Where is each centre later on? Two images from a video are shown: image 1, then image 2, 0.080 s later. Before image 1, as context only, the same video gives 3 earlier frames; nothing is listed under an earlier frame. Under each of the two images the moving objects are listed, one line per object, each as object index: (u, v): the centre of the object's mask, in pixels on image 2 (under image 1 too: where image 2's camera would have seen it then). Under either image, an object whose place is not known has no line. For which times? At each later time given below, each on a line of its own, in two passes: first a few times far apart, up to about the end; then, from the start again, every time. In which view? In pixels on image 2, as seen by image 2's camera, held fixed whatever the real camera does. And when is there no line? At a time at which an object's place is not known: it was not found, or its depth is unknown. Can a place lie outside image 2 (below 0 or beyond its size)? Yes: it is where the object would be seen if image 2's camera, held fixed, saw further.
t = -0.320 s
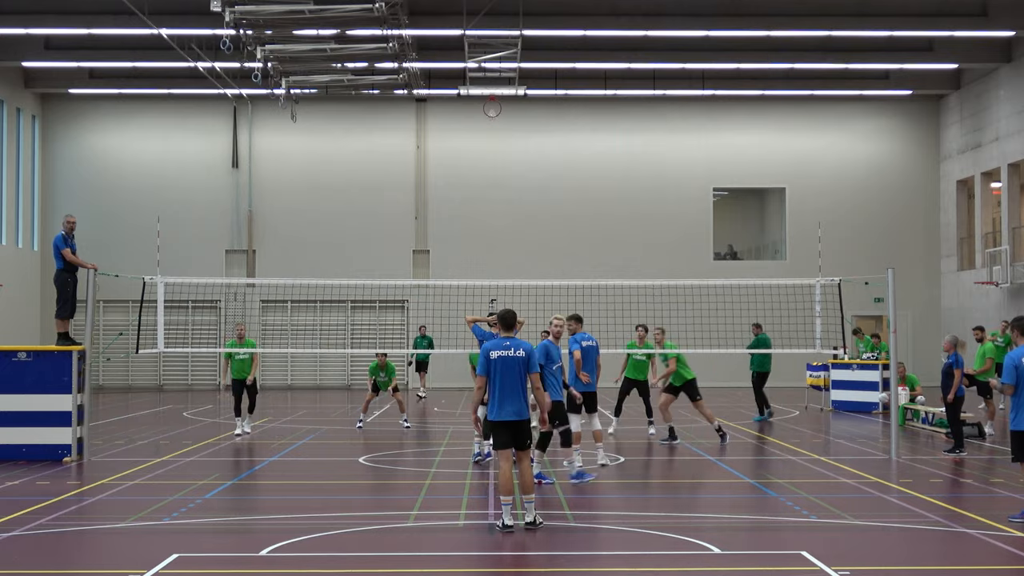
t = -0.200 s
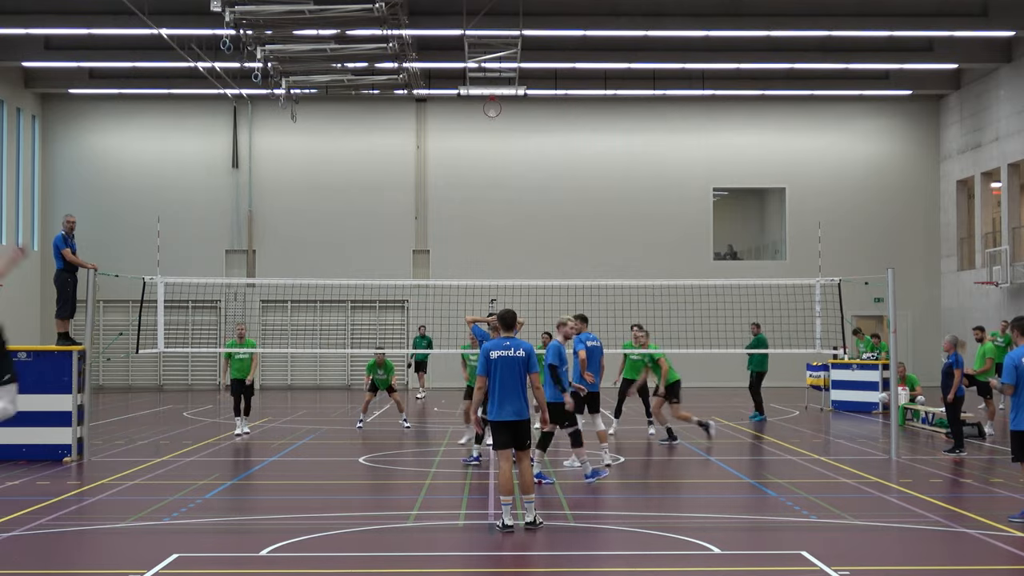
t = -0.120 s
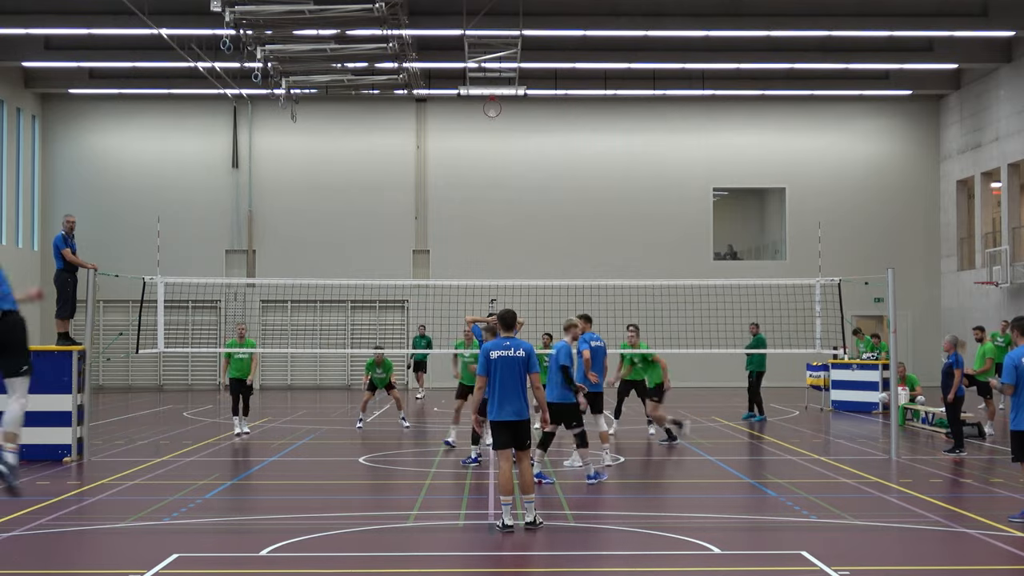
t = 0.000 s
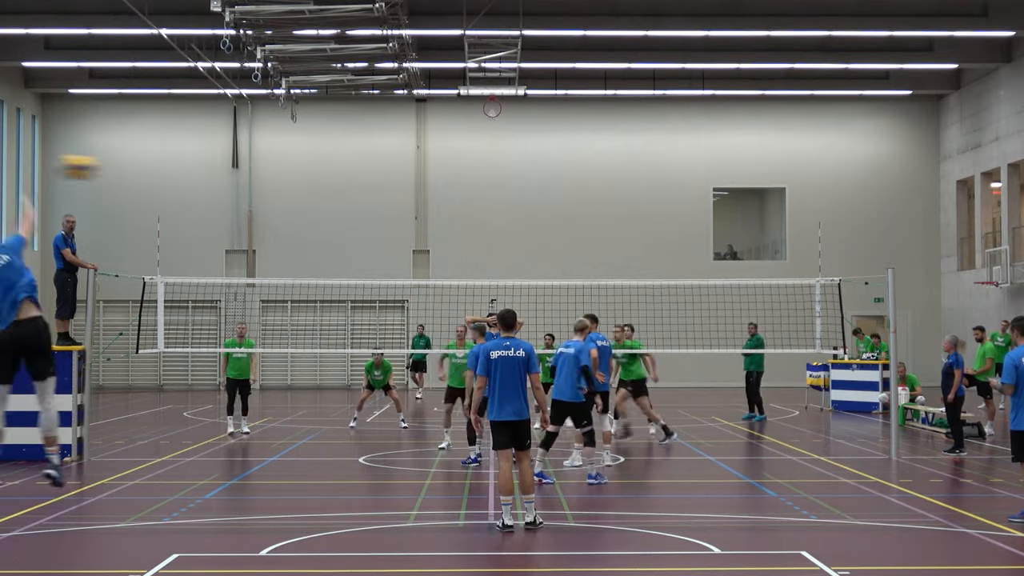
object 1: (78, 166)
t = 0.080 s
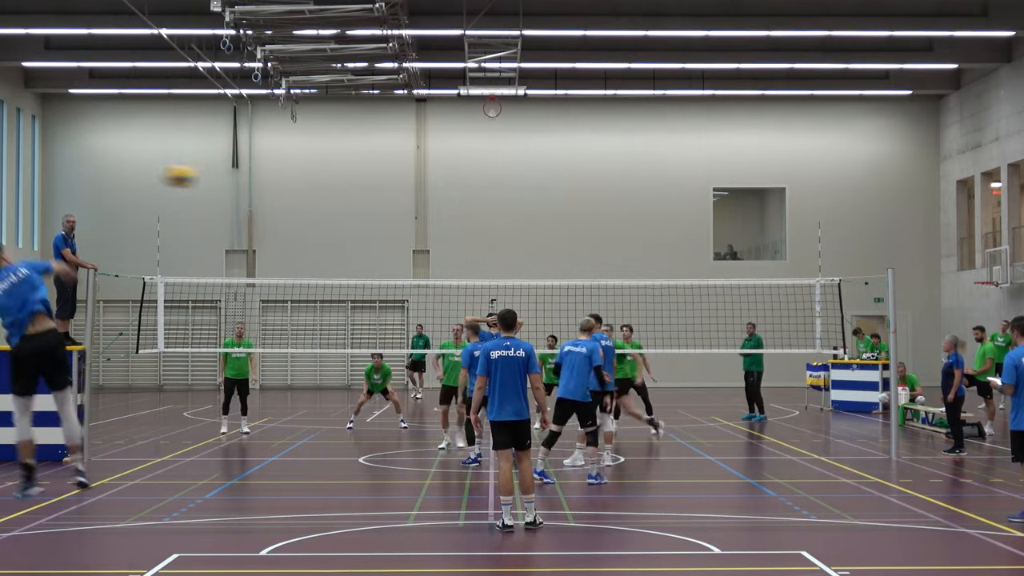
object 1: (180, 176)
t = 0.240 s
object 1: (322, 199)
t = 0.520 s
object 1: (470, 266)
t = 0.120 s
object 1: (222, 181)
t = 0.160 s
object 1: (258, 186)
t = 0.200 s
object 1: (292, 192)
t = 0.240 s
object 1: (322, 199)
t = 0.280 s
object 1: (349, 206)
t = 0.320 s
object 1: (375, 215)
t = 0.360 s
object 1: (397, 223)
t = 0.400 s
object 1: (419, 233)
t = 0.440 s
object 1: (437, 243)
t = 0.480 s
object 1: (453, 254)
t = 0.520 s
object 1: (470, 266)
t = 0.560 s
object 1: (485, 275)
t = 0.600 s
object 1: (498, 290)
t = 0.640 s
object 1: (511, 302)
